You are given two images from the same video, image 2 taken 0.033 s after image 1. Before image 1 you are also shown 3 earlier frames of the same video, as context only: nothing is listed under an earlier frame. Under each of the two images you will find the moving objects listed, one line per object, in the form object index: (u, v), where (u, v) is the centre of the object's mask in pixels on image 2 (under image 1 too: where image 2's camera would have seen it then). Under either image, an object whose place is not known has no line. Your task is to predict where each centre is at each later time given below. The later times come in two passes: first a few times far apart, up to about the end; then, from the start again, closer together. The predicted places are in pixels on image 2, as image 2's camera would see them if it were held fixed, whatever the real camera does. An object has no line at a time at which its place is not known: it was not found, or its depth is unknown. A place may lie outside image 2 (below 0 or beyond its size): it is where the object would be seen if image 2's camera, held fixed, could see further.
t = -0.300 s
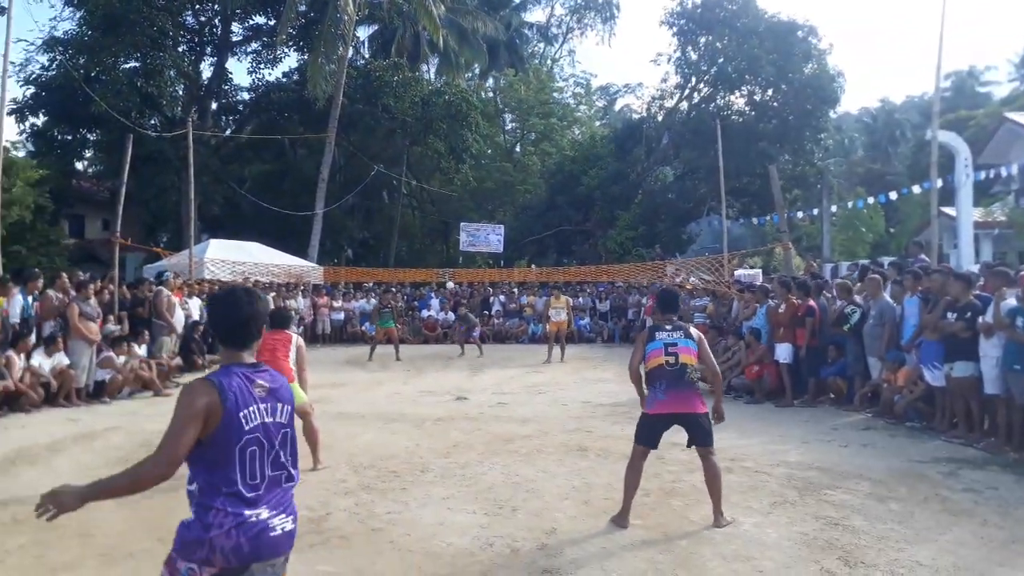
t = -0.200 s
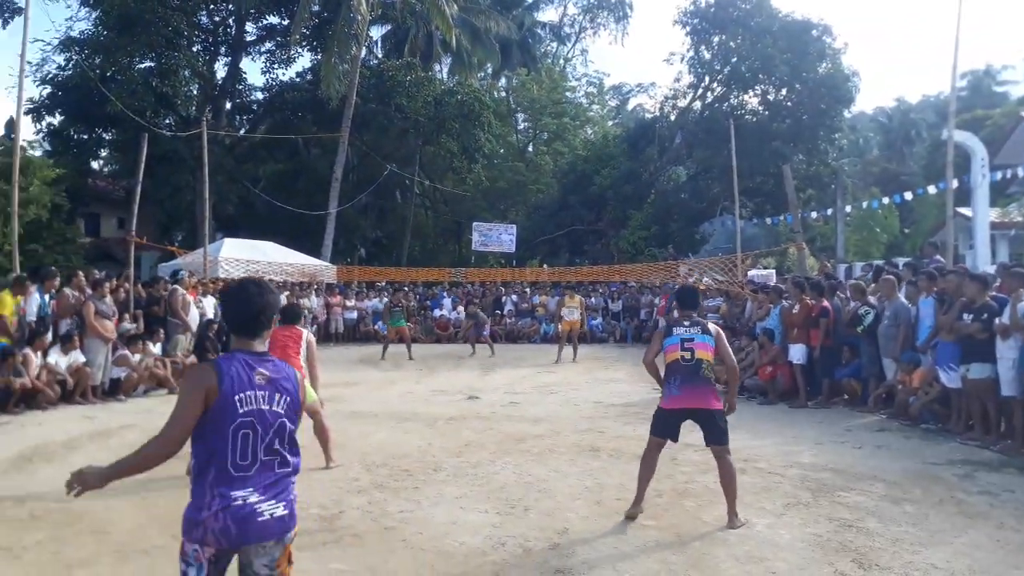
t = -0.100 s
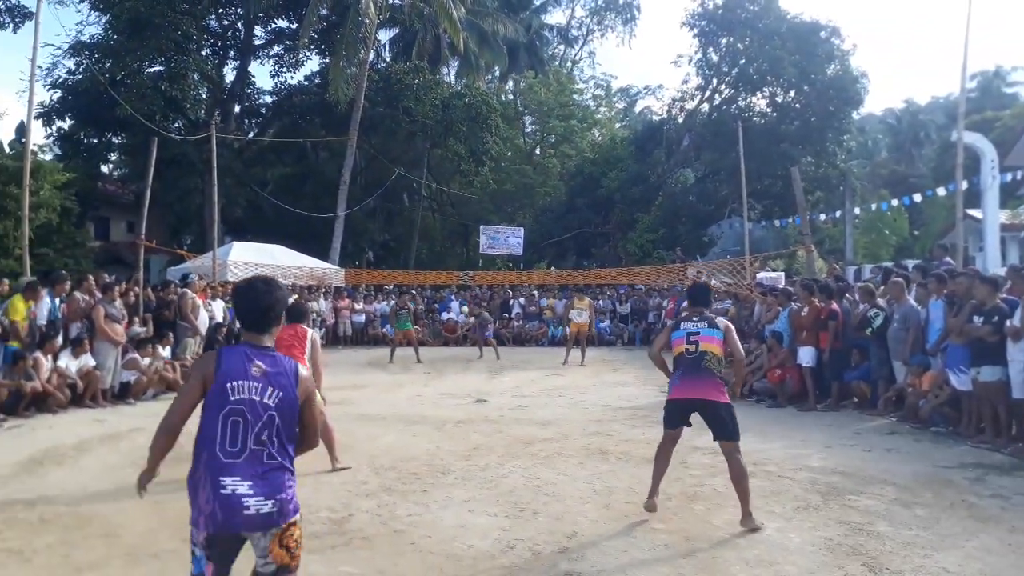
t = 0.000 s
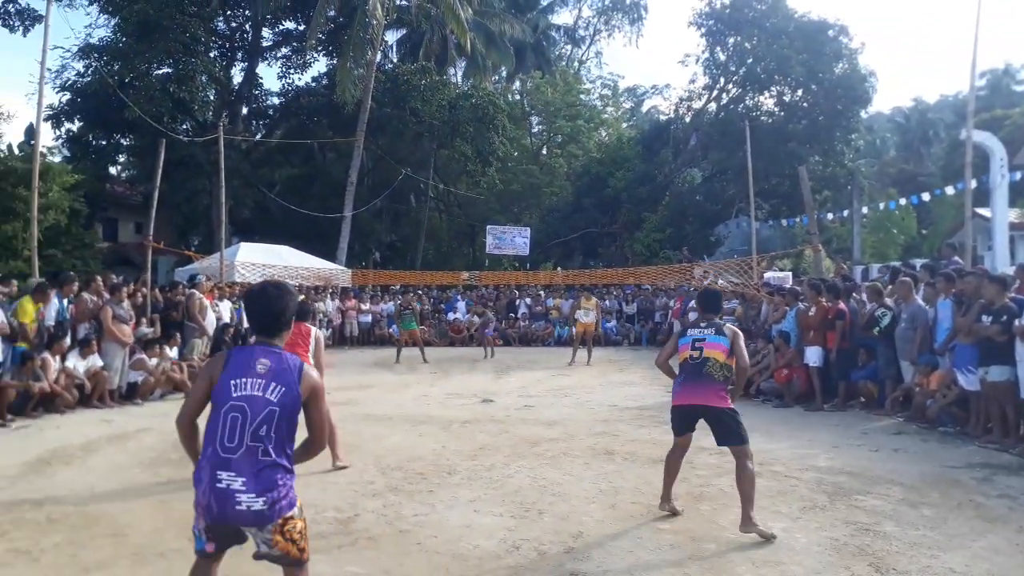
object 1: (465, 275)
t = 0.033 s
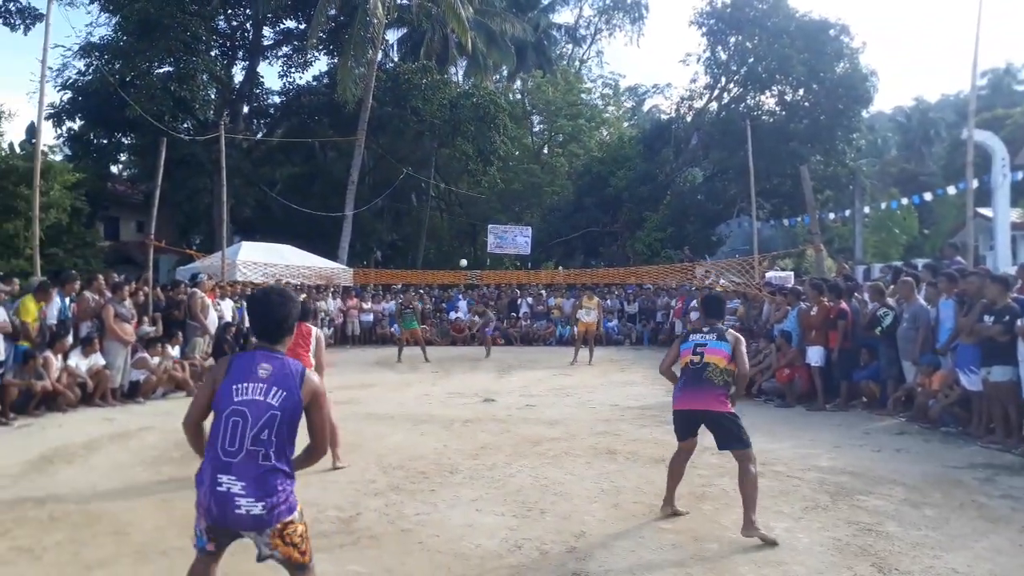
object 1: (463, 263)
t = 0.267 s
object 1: (444, 188)
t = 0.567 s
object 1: (413, 104)
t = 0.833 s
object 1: (377, 59)
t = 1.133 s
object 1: (318, 68)
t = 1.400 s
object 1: (231, 179)
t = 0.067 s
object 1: (461, 252)
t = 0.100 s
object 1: (458, 240)
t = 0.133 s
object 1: (455, 229)
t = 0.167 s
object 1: (453, 219)
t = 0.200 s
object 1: (450, 208)
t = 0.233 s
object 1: (447, 197)
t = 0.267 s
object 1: (444, 188)
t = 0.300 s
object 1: (441, 178)
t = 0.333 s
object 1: (438, 167)
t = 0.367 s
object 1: (435, 158)
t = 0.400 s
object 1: (431, 148)
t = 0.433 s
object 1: (428, 139)
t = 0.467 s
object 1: (424, 130)
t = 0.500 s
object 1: (421, 121)
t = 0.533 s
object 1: (417, 113)
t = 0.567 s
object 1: (413, 104)
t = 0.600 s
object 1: (409, 97)
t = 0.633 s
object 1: (405, 90)
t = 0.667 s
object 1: (401, 84)
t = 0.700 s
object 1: (397, 78)
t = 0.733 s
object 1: (392, 72)
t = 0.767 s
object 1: (387, 67)
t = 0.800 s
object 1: (383, 63)
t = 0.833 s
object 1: (377, 59)
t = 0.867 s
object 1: (372, 56)
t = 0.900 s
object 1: (367, 54)
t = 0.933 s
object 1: (361, 53)
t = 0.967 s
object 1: (354, 53)
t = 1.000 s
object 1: (347, 54)
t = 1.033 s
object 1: (341, 55)
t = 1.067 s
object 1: (333, 58)
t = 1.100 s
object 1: (326, 62)
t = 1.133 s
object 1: (318, 68)
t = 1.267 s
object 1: (280, 105)
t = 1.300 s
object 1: (269, 120)
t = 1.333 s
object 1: (257, 137)
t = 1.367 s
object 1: (244, 157)
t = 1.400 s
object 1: (231, 179)
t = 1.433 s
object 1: (215, 206)
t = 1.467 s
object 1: (198, 236)
